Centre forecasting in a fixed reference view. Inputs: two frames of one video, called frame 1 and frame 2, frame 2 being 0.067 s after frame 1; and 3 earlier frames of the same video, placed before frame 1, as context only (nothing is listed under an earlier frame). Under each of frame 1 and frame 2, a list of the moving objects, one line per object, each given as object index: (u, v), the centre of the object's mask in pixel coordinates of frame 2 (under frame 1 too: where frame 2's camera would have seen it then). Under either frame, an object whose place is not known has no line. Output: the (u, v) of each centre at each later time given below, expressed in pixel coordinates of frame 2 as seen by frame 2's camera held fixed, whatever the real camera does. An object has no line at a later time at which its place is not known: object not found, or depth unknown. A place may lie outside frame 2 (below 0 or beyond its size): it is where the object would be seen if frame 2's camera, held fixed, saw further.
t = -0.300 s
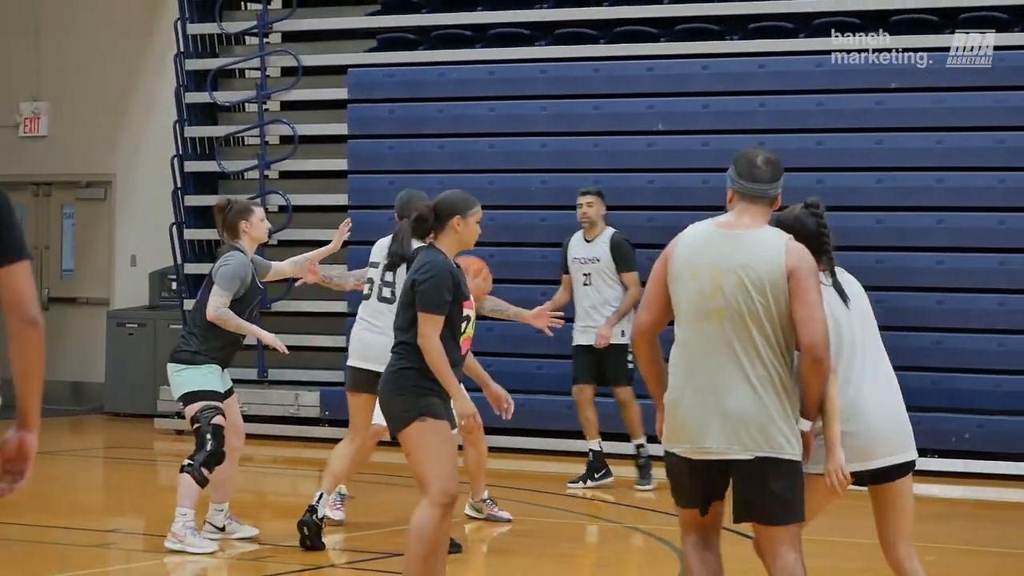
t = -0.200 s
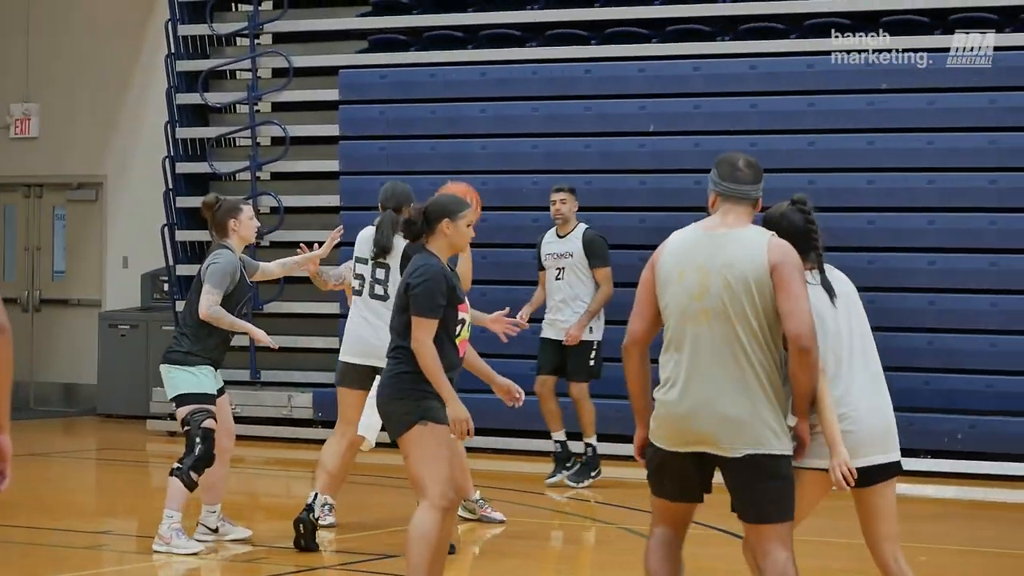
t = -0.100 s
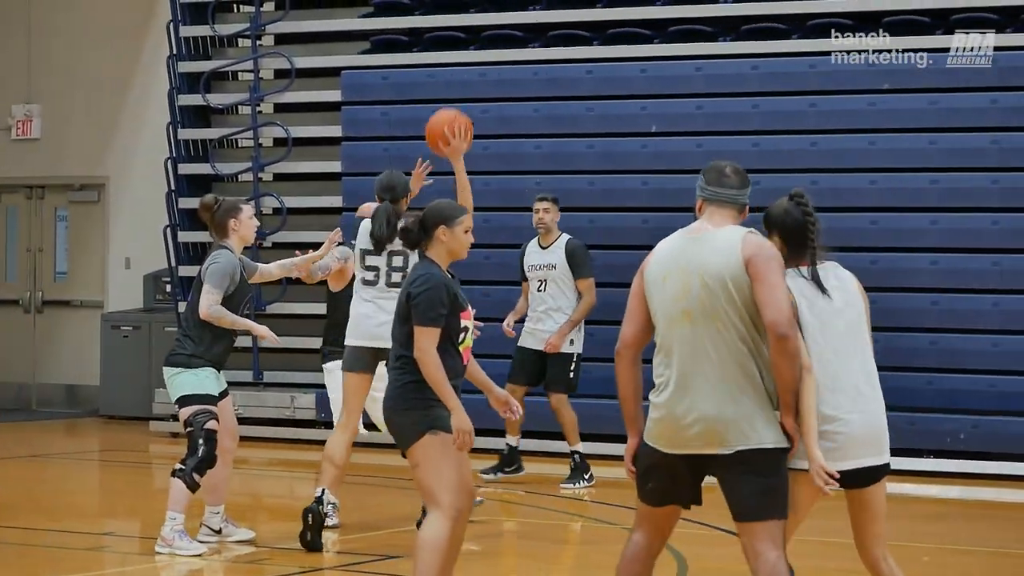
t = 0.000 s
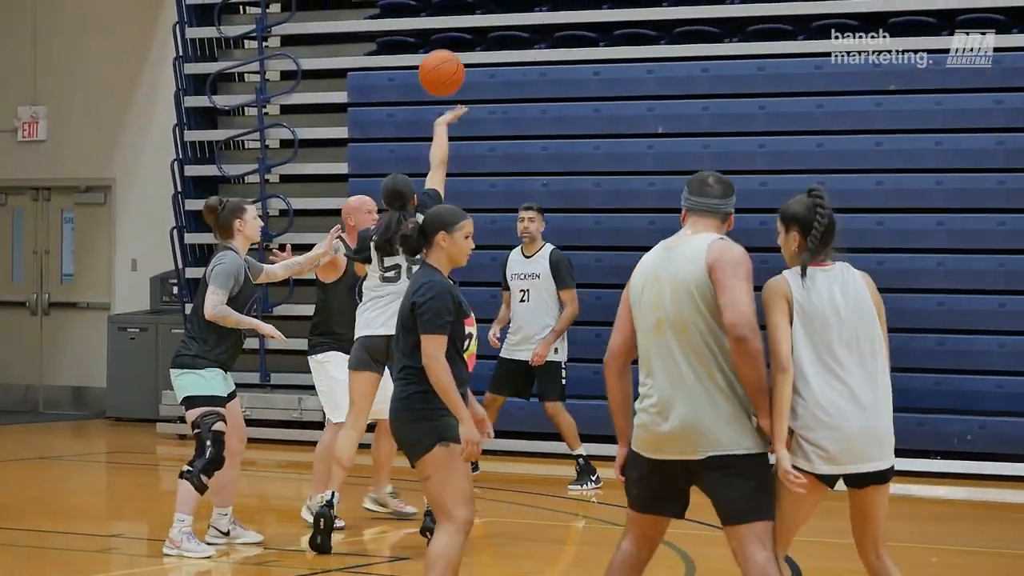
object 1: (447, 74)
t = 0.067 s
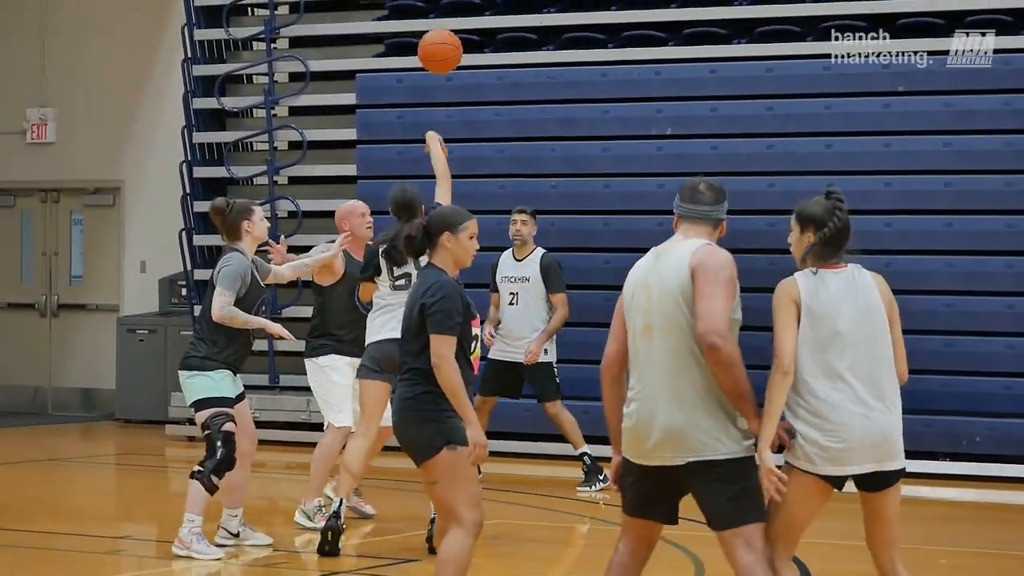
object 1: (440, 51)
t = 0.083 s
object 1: (438, 47)
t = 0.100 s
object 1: (437, 44)
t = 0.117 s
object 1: (435, 39)
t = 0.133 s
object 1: (434, 36)
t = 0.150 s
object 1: (432, 34)
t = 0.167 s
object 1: (431, 32)
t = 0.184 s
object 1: (429, 31)
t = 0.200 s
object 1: (428, 30)
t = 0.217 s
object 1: (426, 30)
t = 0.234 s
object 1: (424, 30)
